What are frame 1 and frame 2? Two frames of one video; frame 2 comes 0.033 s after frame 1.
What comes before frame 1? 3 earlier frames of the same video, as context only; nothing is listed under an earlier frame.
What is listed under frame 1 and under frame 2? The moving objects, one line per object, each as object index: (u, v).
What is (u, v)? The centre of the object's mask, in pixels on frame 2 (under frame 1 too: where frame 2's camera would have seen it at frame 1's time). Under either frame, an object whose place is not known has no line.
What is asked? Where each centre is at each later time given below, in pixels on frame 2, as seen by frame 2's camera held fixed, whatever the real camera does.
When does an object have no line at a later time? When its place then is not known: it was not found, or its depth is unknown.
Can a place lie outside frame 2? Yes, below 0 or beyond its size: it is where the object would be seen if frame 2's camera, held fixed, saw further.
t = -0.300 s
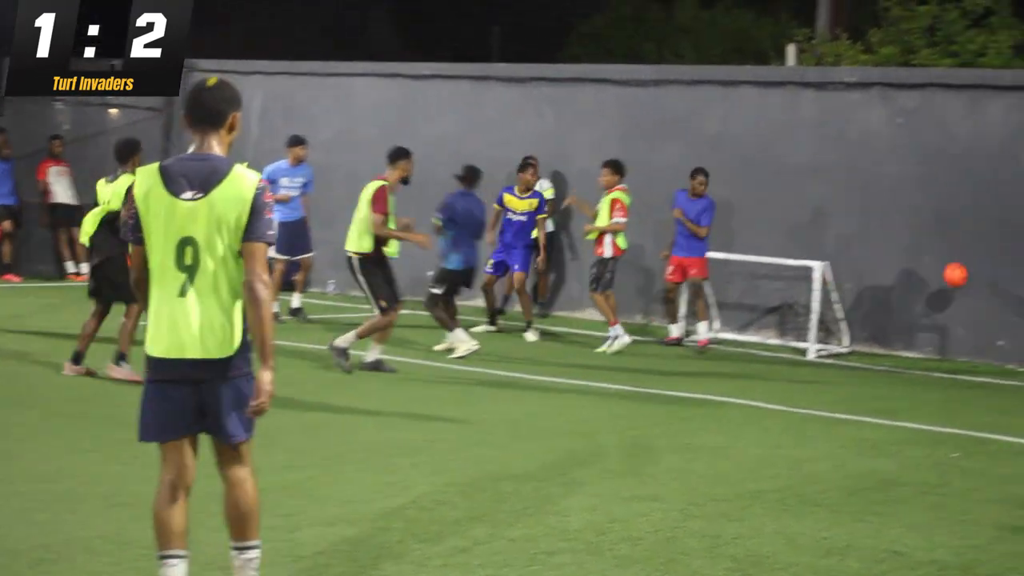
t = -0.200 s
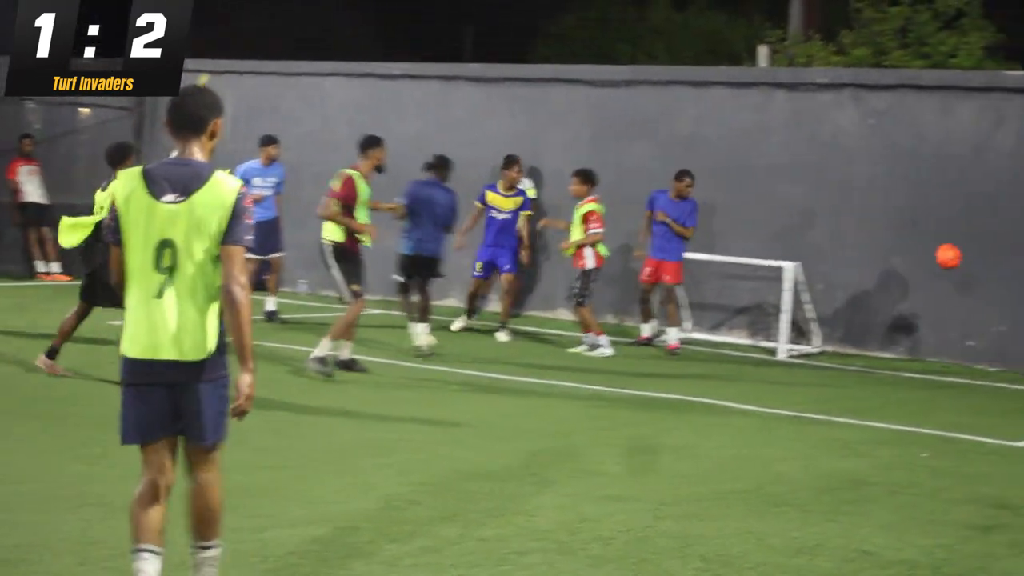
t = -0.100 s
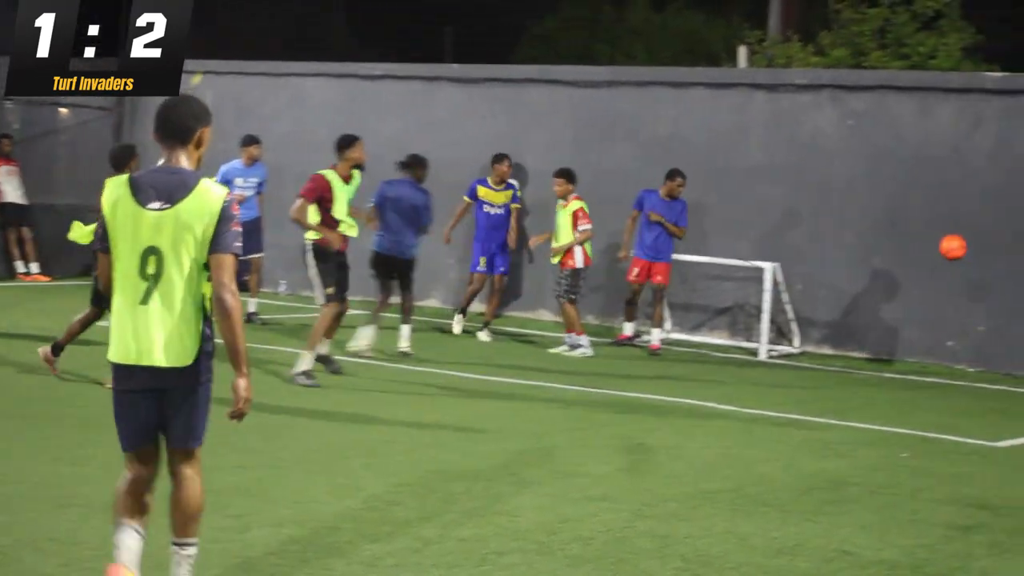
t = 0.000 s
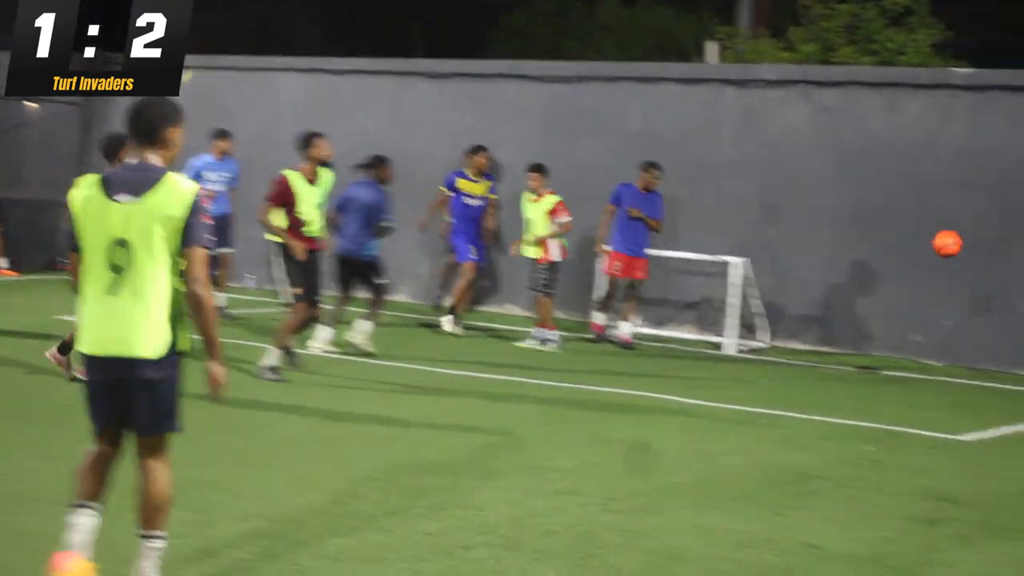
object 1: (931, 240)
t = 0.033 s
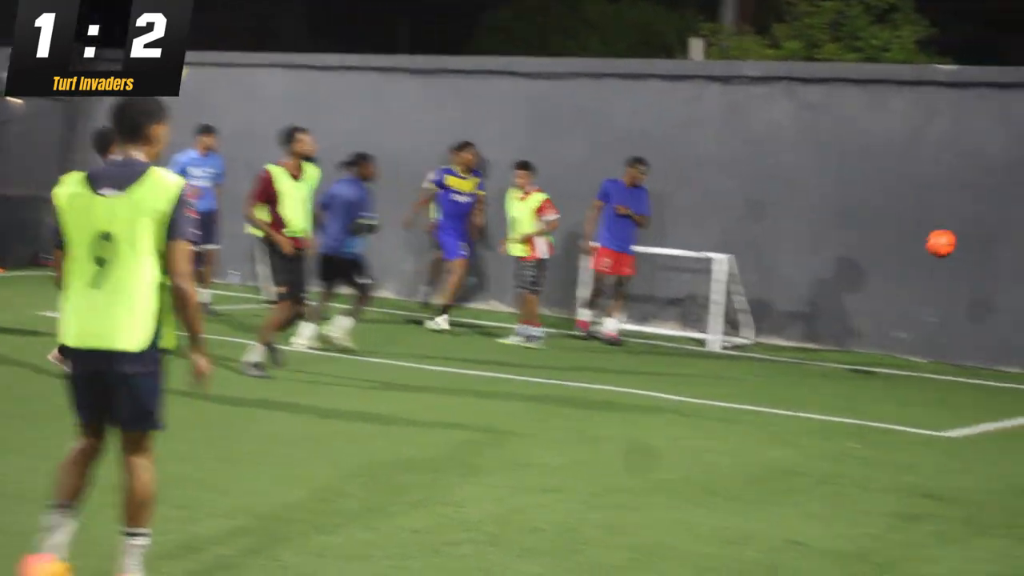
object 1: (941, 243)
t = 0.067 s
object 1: (951, 247)
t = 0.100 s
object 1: (960, 253)
